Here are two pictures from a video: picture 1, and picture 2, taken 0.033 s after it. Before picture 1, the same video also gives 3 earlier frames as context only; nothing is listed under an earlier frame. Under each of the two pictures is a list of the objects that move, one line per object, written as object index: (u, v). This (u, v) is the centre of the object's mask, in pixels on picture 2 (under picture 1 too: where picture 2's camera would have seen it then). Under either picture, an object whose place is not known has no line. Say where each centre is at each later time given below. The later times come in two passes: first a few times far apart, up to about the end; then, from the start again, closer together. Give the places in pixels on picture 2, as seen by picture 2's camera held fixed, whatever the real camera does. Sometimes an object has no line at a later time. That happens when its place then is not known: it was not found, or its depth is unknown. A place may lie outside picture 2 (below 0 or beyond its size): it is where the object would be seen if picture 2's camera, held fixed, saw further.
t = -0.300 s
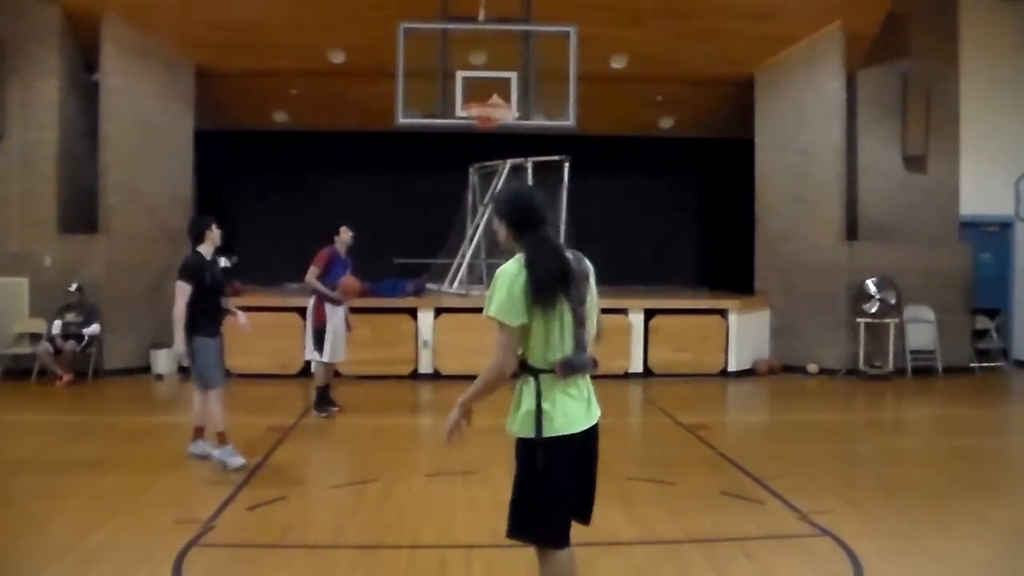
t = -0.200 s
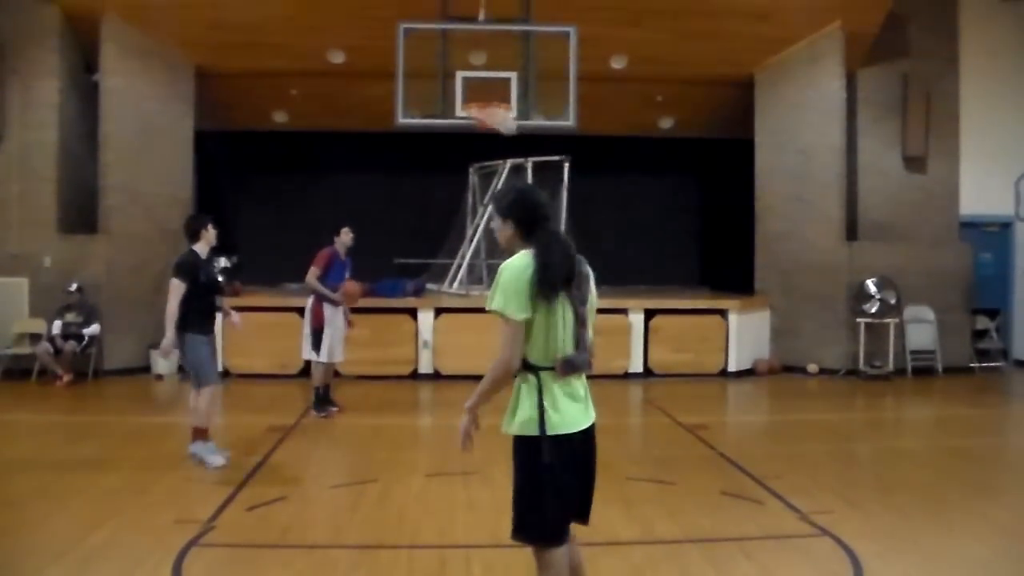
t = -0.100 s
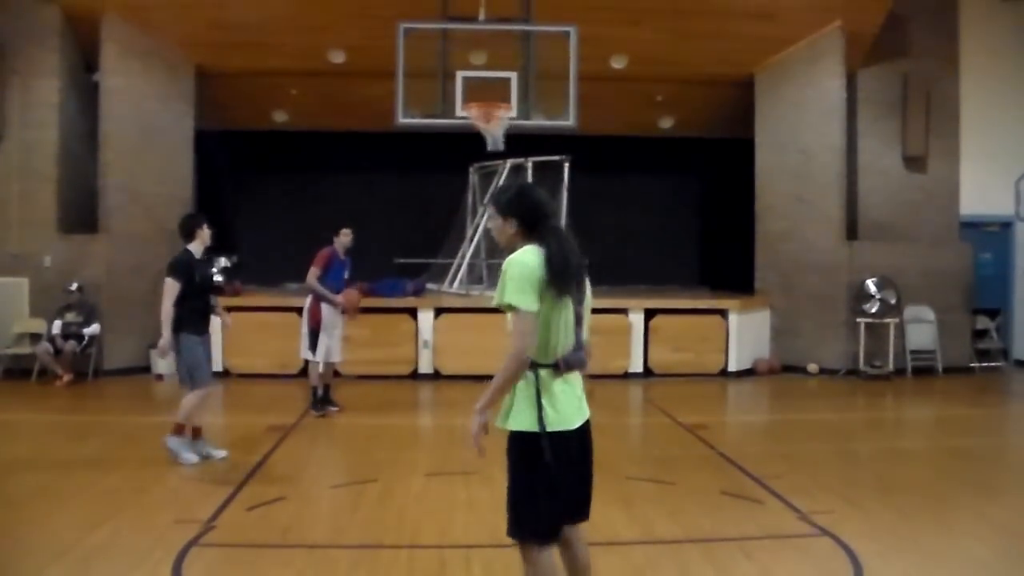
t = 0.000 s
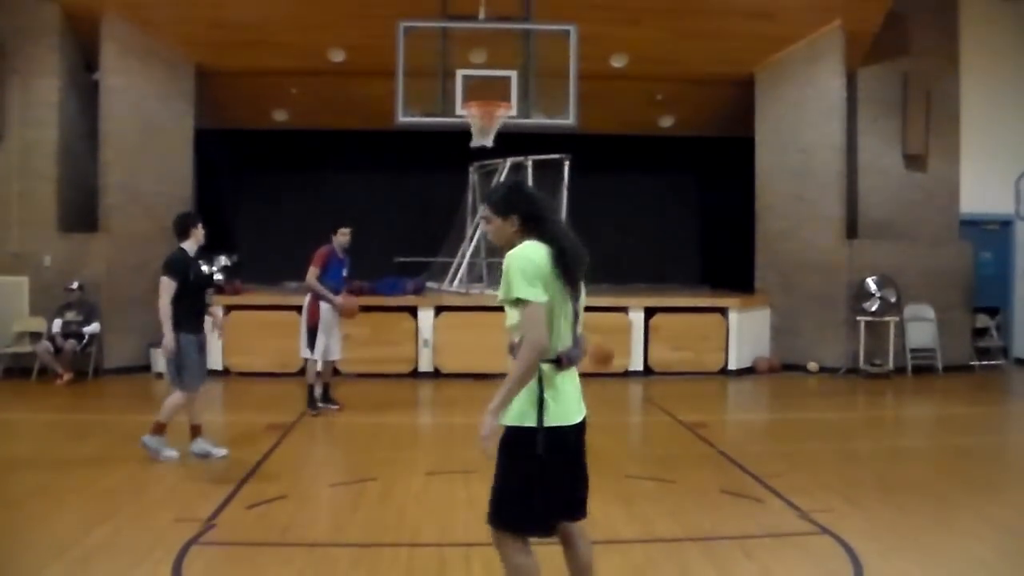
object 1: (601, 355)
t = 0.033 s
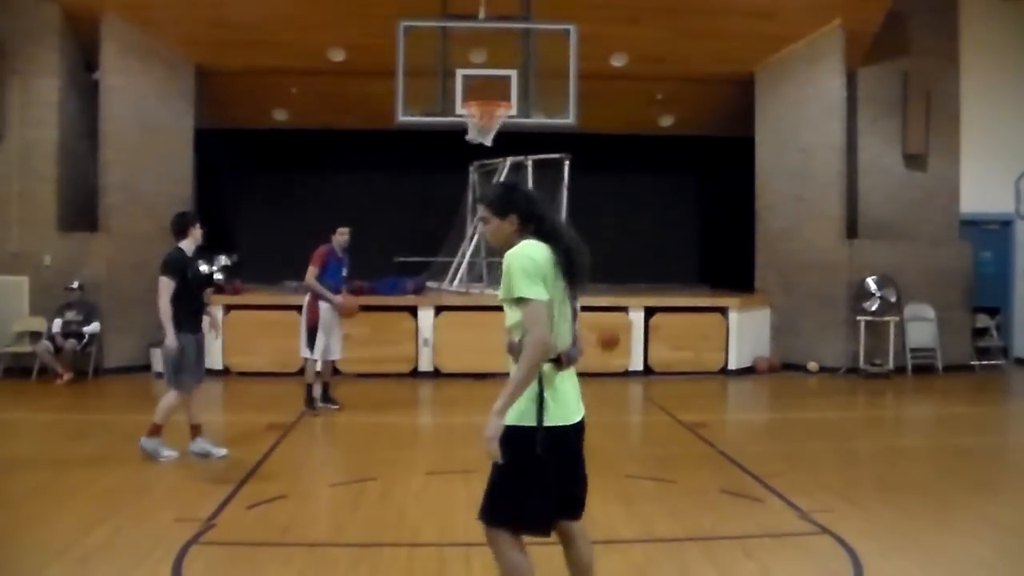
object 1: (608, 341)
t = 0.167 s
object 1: (634, 283)
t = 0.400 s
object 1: (677, 223)
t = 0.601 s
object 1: (716, 215)
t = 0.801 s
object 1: (754, 247)
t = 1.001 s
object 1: (793, 321)
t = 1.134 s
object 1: (817, 391)
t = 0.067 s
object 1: (614, 323)
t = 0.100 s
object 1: (620, 309)
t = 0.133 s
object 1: (627, 295)
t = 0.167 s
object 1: (634, 283)
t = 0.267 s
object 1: (652, 251)
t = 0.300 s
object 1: (658, 242)
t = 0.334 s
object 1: (665, 235)
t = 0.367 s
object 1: (671, 229)
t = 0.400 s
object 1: (677, 223)
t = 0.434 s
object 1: (684, 219)
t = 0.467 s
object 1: (690, 216)
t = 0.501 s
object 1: (697, 214)
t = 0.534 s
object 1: (703, 214)
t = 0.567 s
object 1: (710, 214)
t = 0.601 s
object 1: (716, 215)
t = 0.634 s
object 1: (723, 217)
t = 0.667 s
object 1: (729, 221)
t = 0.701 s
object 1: (735, 225)
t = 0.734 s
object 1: (742, 231)
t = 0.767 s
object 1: (749, 238)
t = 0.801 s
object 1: (754, 247)
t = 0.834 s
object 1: (761, 256)
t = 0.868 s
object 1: (767, 265)
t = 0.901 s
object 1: (773, 277)
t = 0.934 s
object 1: (780, 289)
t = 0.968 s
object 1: (784, 304)
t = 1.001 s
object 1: (793, 321)
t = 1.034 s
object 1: (798, 337)
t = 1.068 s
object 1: (806, 352)
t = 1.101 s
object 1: (810, 371)
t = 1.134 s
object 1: (817, 391)
